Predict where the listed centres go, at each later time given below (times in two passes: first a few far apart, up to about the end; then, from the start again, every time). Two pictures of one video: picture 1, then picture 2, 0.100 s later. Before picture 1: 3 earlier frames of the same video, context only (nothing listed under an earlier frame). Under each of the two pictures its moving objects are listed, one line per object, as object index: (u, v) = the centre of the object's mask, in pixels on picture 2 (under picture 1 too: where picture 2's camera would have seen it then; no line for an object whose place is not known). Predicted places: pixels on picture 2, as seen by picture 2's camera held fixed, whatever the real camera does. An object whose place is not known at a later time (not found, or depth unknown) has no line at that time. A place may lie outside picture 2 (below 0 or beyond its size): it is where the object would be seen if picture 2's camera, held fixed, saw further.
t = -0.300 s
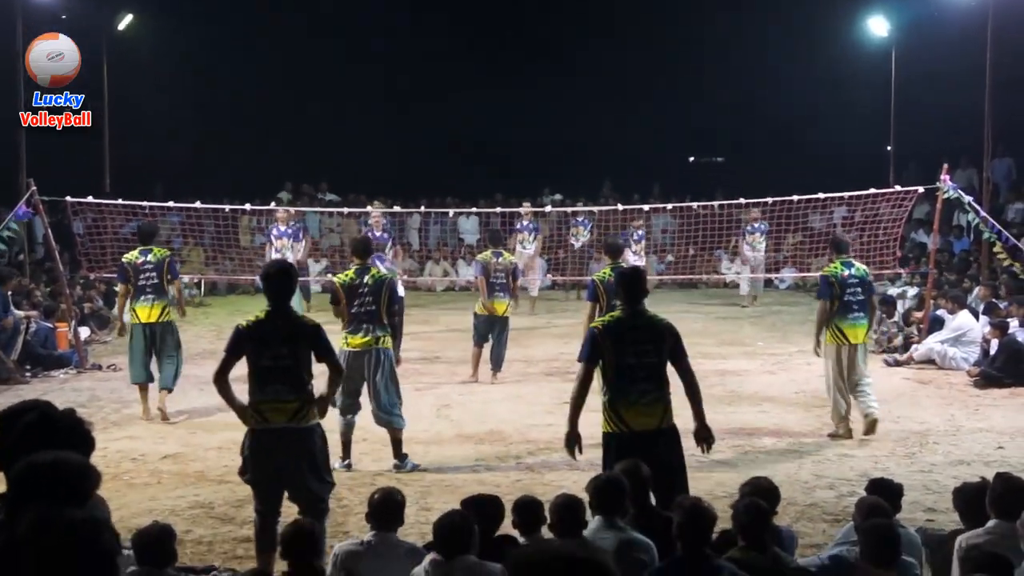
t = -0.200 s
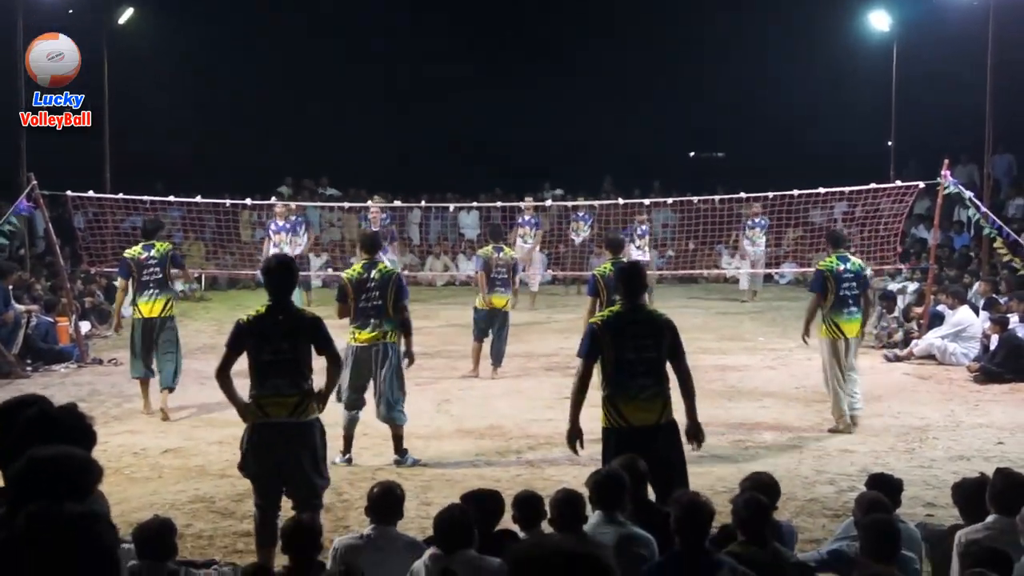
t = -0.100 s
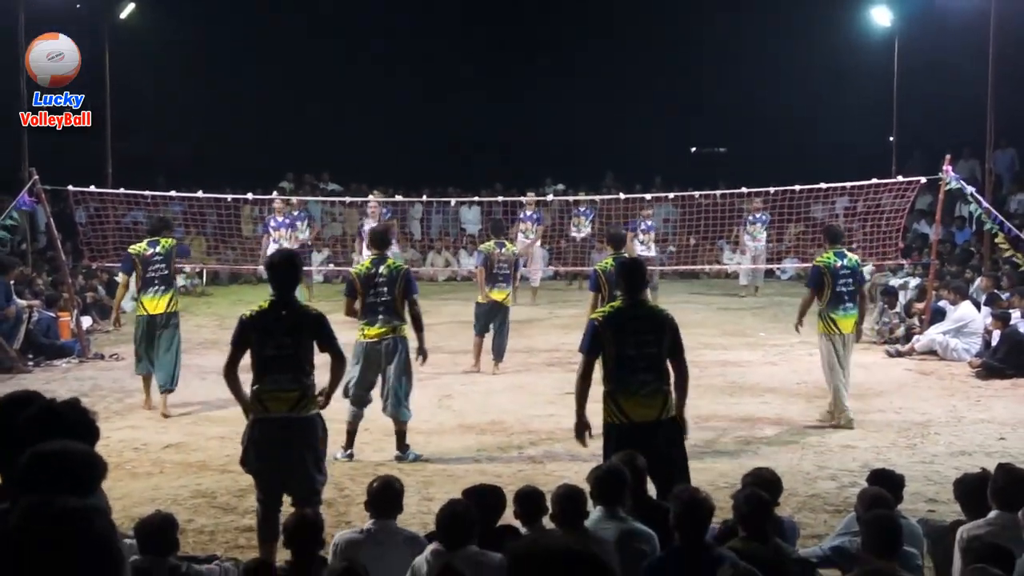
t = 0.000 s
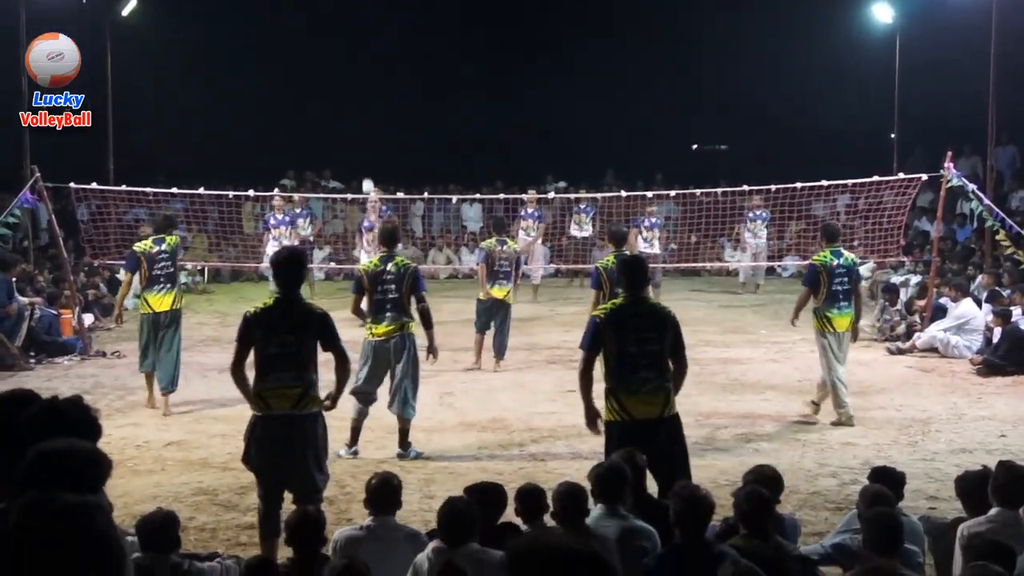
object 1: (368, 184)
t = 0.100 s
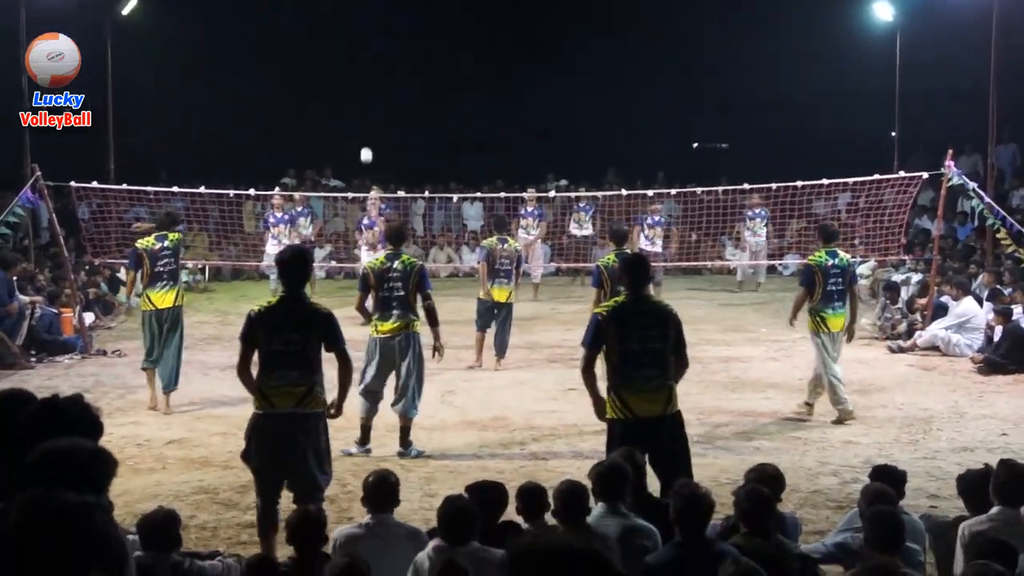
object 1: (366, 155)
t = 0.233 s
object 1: (363, 127)
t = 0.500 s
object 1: (359, 113)
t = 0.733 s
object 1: (356, 143)
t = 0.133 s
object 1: (366, 147)
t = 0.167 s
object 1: (365, 140)
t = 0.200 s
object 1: (364, 133)
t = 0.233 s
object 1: (363, 127)
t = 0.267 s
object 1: (363, 123)
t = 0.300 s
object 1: (362, 119)
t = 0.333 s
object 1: (362, 116)
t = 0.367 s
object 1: (361, 113)
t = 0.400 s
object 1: (360, 112)
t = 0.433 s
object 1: (360, 111)
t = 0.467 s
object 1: (359, 112)
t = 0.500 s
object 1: (359, 113)
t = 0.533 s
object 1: (358, 115)
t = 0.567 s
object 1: (358, 117)
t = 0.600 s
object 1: (357, 120)
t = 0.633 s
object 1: (357, 125)
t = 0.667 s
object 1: (356, 130)
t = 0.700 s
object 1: (356, 136)
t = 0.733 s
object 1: (356, 143)
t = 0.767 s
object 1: (355, 150)
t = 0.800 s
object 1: (355, 158)
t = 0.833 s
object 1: (355, 168)
